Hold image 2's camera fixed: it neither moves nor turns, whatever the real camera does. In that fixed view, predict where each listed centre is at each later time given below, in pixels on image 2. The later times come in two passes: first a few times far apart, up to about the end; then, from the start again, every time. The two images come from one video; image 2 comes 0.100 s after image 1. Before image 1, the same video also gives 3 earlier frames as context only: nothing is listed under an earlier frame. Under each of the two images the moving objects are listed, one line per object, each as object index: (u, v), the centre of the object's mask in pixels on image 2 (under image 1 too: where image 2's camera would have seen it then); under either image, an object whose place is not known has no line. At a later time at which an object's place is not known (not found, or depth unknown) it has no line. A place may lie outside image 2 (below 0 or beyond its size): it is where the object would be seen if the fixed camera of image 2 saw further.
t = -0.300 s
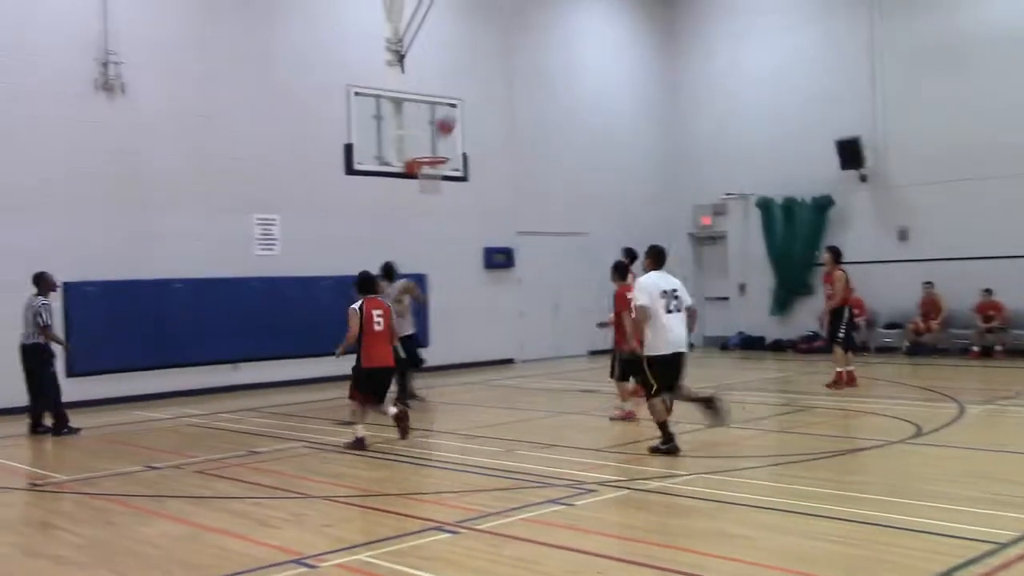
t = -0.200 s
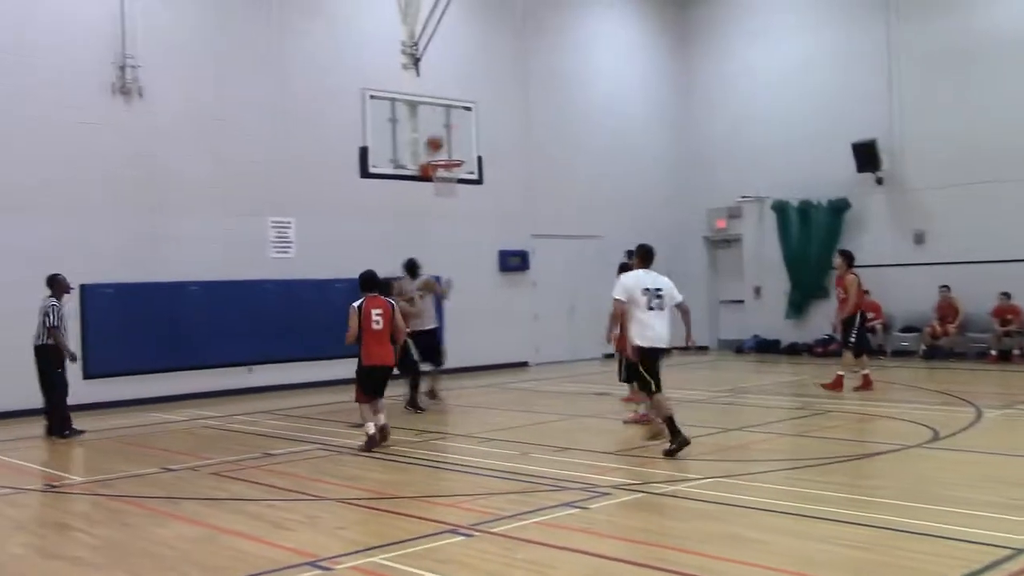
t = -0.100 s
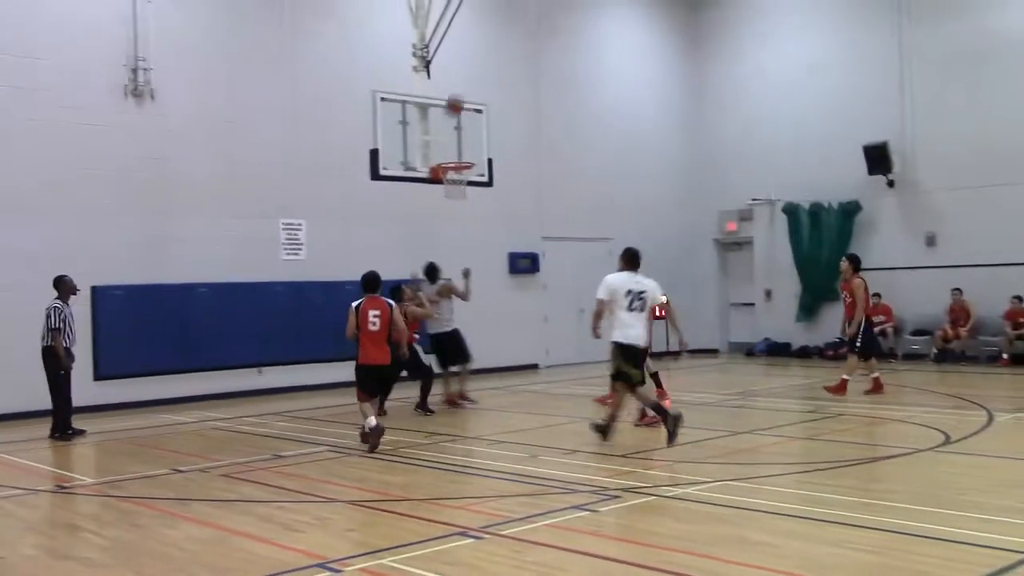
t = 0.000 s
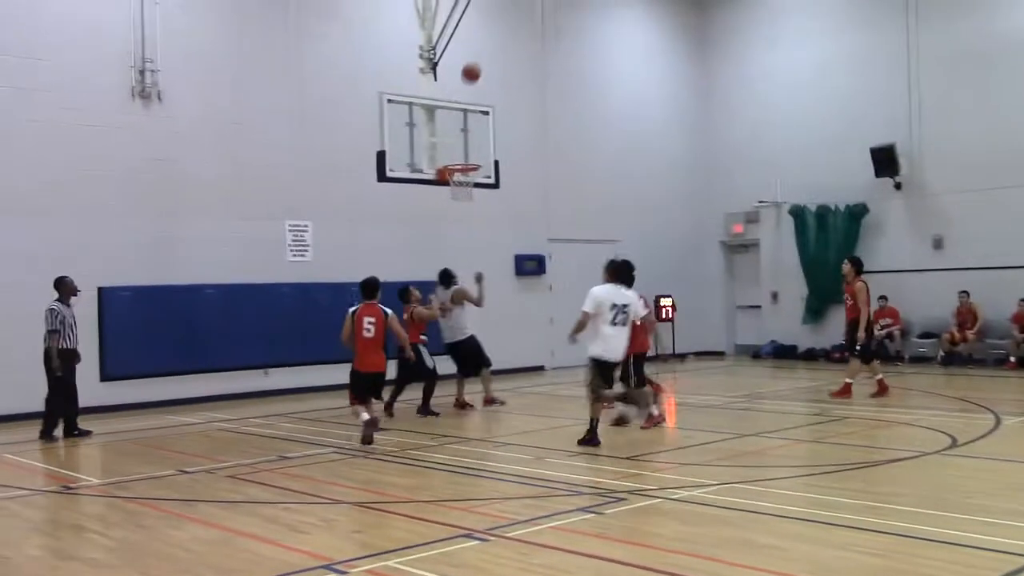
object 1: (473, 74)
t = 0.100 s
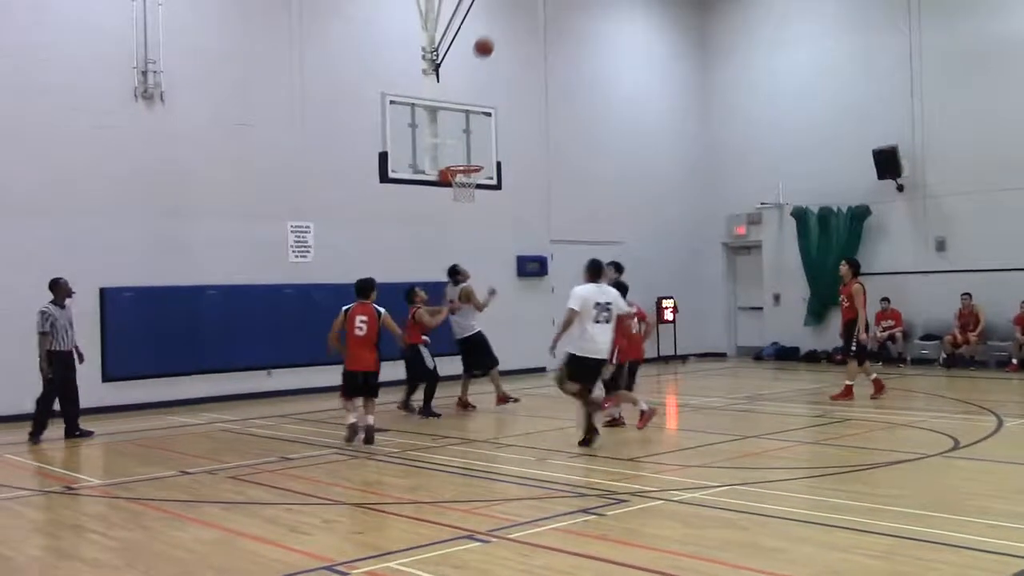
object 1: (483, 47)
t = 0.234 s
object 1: (498, 22)
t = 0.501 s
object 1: (530, 15)
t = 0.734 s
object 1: (562, 60)
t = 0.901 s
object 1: (587, 126)
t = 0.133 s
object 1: (487, 39)
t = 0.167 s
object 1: (490, 33)
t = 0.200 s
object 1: (494, 27)
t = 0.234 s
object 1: (498, 22)
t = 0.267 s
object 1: (502, 18)
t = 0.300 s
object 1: (506, 15)
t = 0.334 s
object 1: (510, 13)
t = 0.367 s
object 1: (514, 11)
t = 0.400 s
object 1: (518, 11)
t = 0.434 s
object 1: (522, 11)
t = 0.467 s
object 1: (526, 12)
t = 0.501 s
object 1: (530, 15)
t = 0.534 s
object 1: (535, 18)
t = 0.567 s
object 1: (539, 23)
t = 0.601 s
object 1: (543, 28)
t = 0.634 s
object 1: (548, 35)
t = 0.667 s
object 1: (553, 42)
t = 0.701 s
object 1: (557, 51)
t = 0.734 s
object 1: (562, 60)
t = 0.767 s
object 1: (567, 71)
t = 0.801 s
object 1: (572, 83)
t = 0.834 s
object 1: (577, 96)
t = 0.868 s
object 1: (582, 110)
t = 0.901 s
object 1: (587, 126)
